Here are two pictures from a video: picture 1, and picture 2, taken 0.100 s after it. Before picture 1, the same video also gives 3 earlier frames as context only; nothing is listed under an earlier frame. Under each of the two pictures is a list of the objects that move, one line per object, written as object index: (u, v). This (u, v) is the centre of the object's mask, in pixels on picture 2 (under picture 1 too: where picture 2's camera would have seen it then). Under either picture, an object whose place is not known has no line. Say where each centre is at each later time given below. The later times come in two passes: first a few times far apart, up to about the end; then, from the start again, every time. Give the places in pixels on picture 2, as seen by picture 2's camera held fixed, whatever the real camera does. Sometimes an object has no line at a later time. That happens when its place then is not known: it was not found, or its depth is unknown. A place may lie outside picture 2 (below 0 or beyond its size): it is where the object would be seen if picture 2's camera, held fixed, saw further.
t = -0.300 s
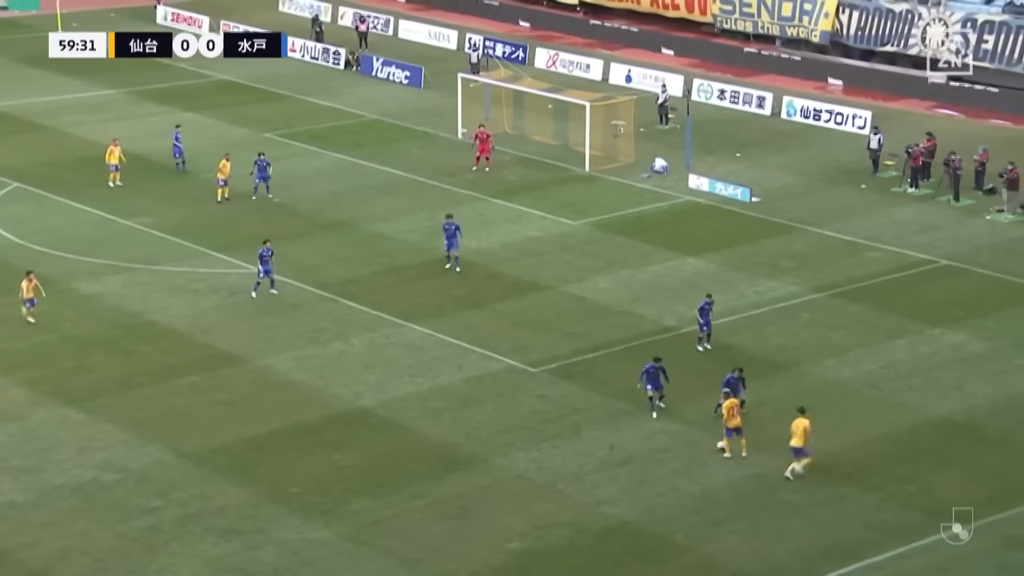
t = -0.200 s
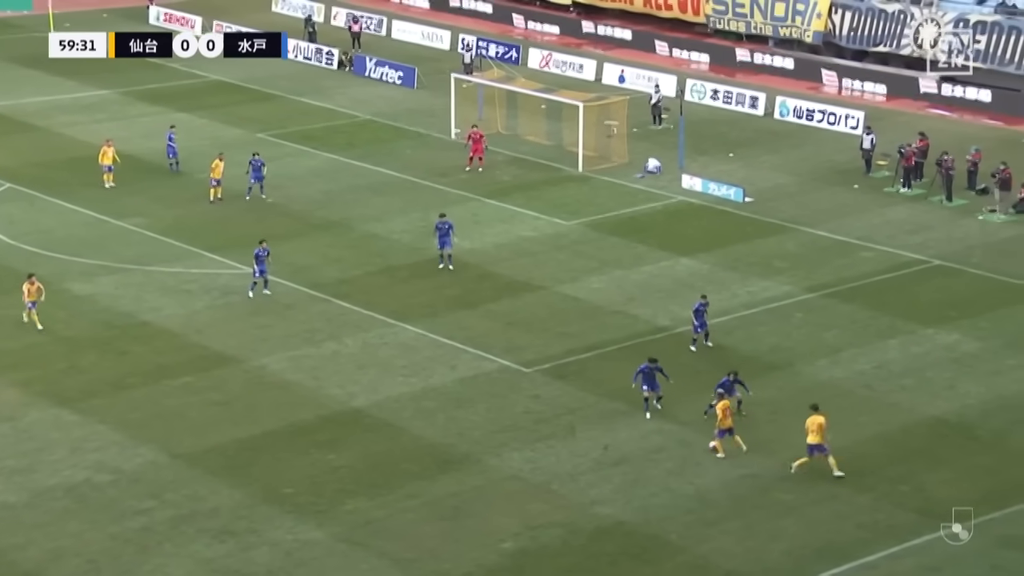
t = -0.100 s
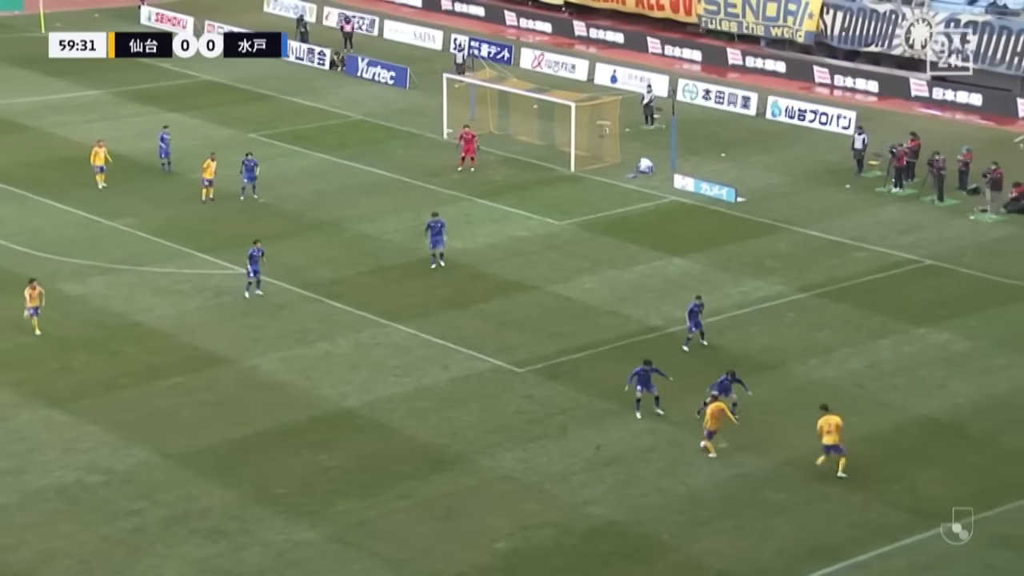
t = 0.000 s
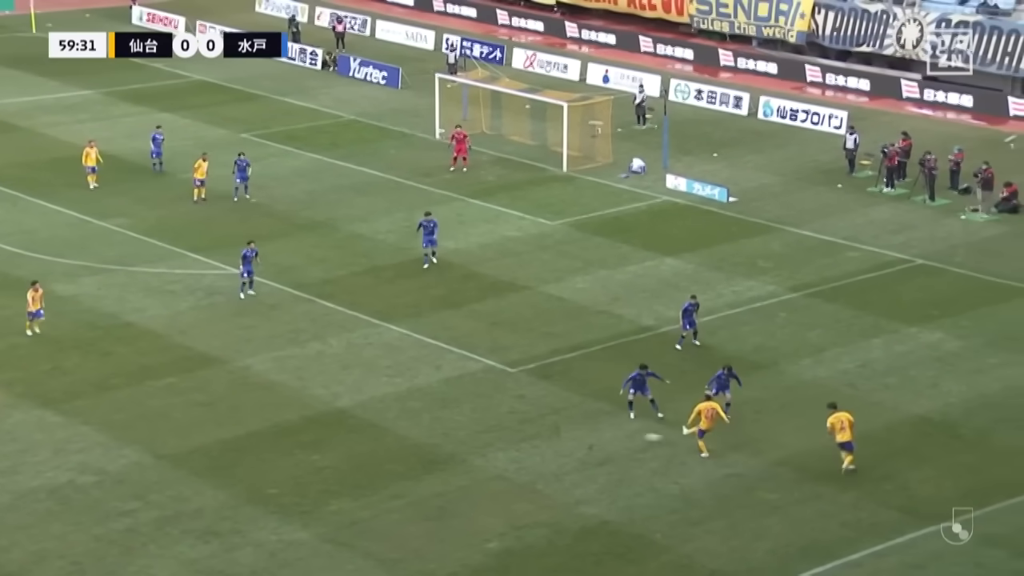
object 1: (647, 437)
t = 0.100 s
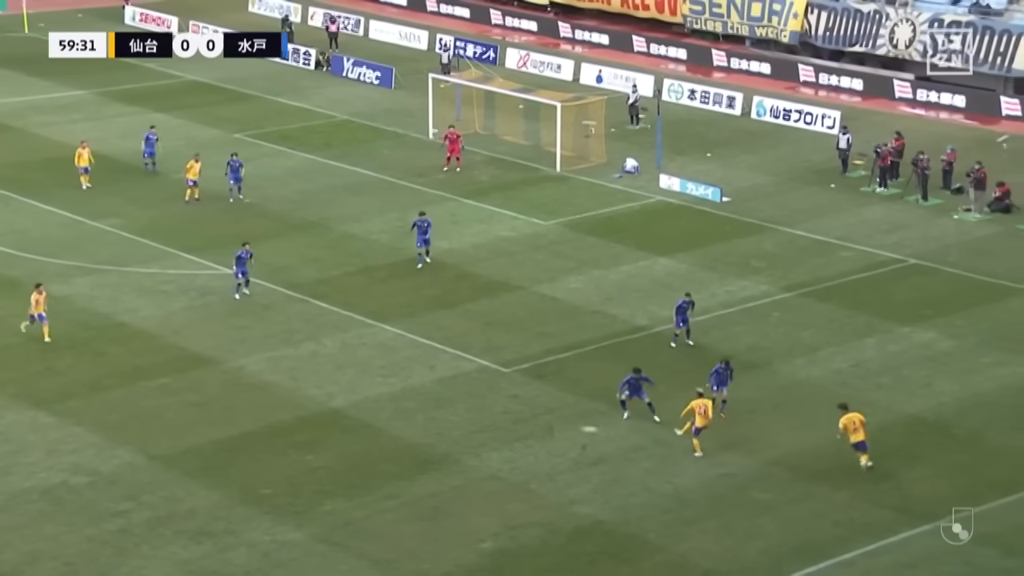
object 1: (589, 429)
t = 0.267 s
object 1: (506, 419)
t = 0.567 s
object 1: (375, 405)
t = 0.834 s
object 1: (282, 397)
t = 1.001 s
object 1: (234, 393)
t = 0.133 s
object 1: (570, 427)
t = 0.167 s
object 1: (555, 426)
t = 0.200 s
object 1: (536, 423)
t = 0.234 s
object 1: (519, 421)
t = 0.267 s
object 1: (506, 419)
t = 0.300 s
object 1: (489, 418)
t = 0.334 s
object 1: (472, 416)
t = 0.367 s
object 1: (457, 415)
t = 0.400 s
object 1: (444, 412)
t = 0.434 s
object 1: (428, 410)
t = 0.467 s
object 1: (416, 409)
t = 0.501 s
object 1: (402, 407)
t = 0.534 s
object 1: (387, 407)
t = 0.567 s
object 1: (375, 405)
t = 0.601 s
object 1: (363, 403)
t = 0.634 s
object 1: (350, 401)
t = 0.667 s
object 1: (338, 401)
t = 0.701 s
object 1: (326, 401)
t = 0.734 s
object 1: (314, 399)
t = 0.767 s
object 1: (302, 398)
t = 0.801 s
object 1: (292, 397)
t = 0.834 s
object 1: (282, 397)
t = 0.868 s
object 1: (271, 397)
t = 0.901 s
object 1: (261, 395)
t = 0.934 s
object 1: (252, 394)
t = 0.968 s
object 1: (243, 393)
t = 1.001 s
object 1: (234, 393)
